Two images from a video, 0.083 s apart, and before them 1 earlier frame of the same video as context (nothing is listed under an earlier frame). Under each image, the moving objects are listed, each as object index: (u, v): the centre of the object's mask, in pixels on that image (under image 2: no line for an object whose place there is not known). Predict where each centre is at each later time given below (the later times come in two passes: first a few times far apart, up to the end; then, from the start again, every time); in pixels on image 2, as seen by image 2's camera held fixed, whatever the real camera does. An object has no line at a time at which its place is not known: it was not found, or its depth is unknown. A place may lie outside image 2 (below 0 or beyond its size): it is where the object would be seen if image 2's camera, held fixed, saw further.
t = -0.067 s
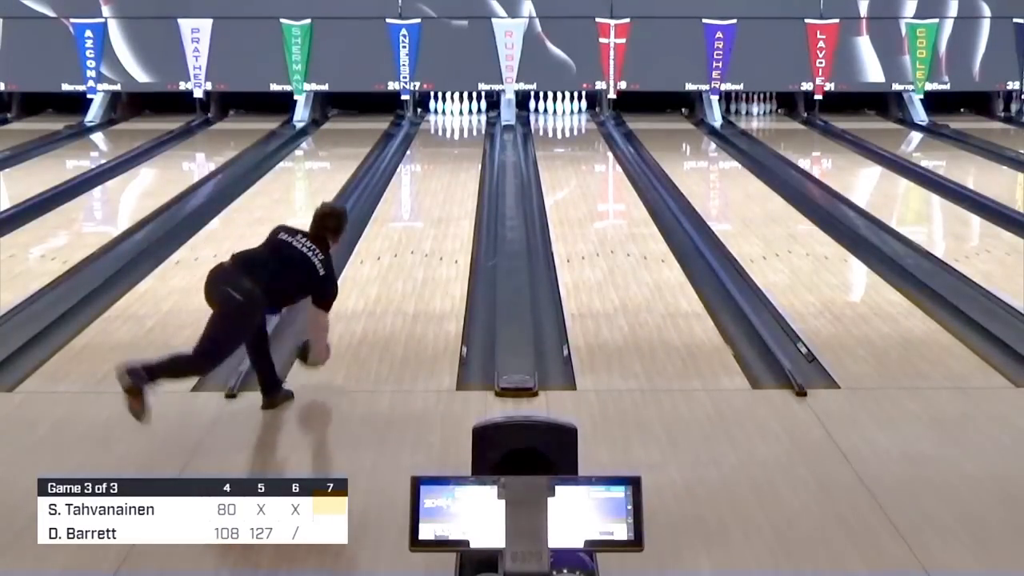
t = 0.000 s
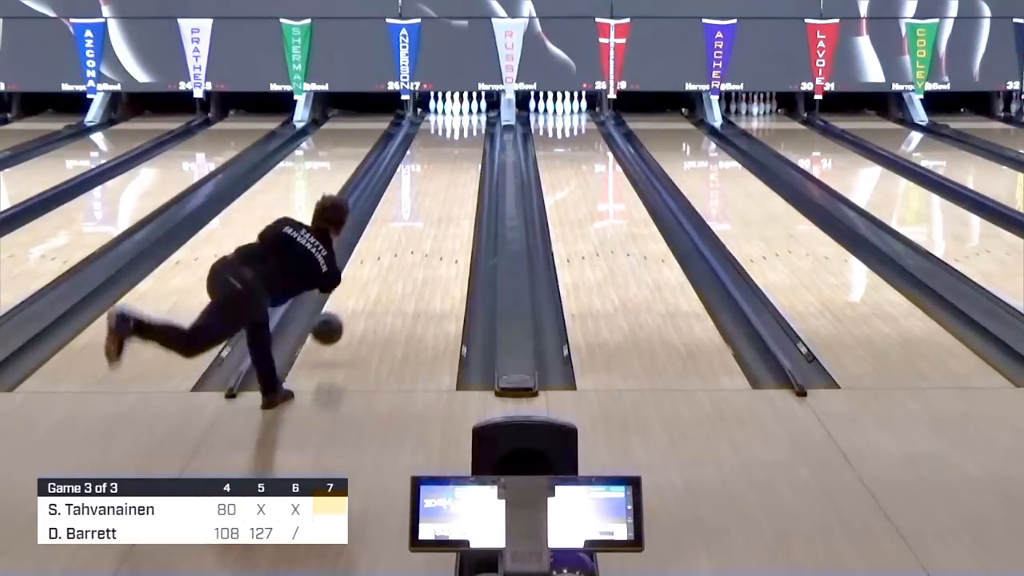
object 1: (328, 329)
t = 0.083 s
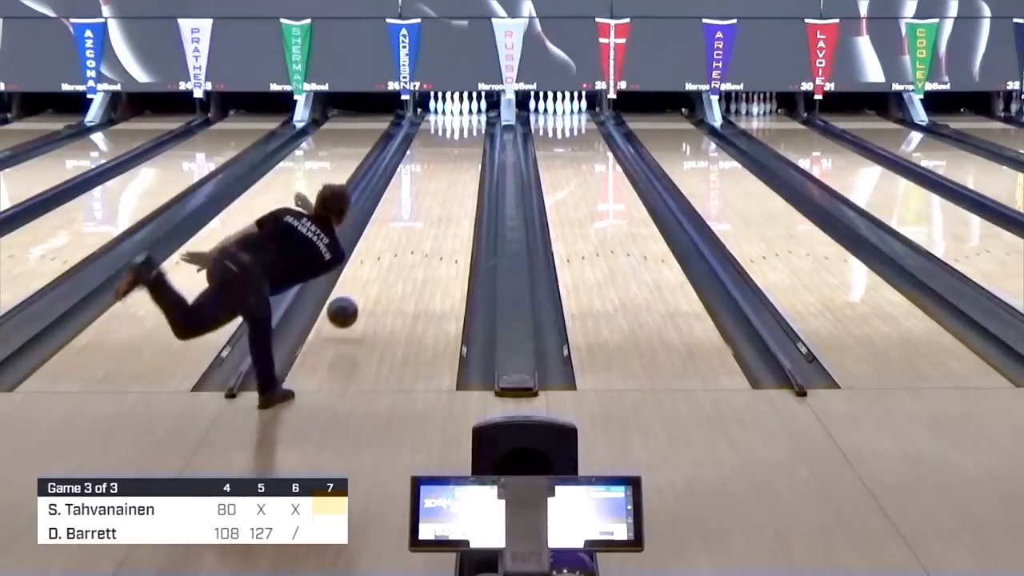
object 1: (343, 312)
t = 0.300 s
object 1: (376, 278)
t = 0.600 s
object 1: (409, 231)
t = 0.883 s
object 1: (432, 198)
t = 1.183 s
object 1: (450, 171)
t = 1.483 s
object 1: (463, 152)
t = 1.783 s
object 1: (468, 135)
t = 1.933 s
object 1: (468, 128)
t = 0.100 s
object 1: (346, 310)
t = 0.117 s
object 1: (349, 308)
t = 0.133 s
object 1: (352, 307)
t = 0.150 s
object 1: (354, 307)
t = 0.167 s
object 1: (357, 305)
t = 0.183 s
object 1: (360, 301)
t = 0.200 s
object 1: (362, 297)
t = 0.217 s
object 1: (365, 294)
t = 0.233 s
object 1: (367, 291)
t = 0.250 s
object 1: (369, 288)
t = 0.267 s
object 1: (372, 284)
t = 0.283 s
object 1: (374, 281)
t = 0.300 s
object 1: (376, 278)
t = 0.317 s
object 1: (378, 275)
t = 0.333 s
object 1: (381, 272)
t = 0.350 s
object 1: (383, 269)
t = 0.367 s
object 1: (385, 266)
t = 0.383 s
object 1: (387, 263)
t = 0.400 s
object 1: (389, 261)
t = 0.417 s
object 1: (390, 258)
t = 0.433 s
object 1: (392, 255)
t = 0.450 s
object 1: (394, 253)
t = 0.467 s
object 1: (396, 250)
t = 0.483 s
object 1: (398, 247)
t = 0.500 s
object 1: (399, 245)
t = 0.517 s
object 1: (401, 242)
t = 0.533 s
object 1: (403, 240)
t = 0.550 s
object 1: (405, 238)
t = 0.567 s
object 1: (406, 235)
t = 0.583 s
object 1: (408, 233)
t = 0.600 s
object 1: (409, 231)
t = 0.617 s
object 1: (411, 229)
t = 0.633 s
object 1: (412, 227)
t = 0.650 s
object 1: (414, 225)
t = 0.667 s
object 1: (415, 222)
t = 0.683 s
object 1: (417, 220)
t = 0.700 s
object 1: (418, 218)
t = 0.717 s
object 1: (419, 216)
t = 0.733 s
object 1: (421, 214)
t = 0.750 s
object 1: (422, 212)
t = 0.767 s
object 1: (423, 211)
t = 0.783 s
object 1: (424, 209)
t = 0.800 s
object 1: (426, 207)
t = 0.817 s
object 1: (427, 205)
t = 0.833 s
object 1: (428, 203)
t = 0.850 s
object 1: (429, 202)
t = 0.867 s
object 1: (430, 200)
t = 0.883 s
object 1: (432, 198)
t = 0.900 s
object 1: (433, 197)
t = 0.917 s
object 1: (434, 195)
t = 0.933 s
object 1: (435, 193)
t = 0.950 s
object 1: (436, 192)
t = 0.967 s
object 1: (437, 190)
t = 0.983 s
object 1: (438, 188)
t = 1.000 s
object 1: (439, 187)
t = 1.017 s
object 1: (440, 185)
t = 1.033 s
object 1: (441, 184)
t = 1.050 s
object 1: (442, 183)
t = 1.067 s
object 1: (443, 181)
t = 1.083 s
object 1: (444, 180)
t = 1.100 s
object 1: (445, 178)
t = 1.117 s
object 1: (446, 177)
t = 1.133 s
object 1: (447, 175)
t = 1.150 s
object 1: (448, 174)
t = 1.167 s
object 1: (449, 173)
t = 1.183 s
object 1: (450, 171)
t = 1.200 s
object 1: (450, 170)
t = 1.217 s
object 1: (451, 169)
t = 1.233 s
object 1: (452, 168)
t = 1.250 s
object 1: (453, 167)
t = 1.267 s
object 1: (454, 165)
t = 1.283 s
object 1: (454, 164)
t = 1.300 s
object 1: (455, 163)
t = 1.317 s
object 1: (456, 162)
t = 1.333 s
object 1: (456, 161)
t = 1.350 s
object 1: (457, 160)
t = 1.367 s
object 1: (458, 159)
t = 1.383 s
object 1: (459, 158)
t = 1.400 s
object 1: (460, 156)
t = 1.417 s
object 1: (460, 156)
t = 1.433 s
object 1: (461, 155)
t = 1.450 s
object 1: (461, 154)
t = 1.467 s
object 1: (462, 152)
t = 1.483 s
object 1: (463, 152)
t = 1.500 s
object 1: (463, 151)
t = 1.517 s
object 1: (464, 149)
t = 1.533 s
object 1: (465, 148)
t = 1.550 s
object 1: (465, 147)
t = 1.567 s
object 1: (465, 146)
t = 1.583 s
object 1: (466, 145)
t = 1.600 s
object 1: (466, 145)
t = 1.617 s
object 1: (466, 144)
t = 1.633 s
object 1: (467, 142)
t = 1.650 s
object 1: (467, 142)
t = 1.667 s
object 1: (467, 141)
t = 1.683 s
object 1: (467, 140)
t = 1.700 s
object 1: (468, 139)
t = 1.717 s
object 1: (468, 138)
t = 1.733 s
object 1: (468, 137)
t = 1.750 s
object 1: (468, 136)
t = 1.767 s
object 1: (468, 136)
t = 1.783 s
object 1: (468, 135)
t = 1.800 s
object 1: (468, 134)
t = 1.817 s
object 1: (468, 133)
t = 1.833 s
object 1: (468, 132)
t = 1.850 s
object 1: (468, 131)
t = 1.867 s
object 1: (468, 131)
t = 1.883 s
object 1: (469, 130)
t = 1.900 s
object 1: (468, 129)
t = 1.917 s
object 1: (468, 128)
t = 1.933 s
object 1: (468, 128)
